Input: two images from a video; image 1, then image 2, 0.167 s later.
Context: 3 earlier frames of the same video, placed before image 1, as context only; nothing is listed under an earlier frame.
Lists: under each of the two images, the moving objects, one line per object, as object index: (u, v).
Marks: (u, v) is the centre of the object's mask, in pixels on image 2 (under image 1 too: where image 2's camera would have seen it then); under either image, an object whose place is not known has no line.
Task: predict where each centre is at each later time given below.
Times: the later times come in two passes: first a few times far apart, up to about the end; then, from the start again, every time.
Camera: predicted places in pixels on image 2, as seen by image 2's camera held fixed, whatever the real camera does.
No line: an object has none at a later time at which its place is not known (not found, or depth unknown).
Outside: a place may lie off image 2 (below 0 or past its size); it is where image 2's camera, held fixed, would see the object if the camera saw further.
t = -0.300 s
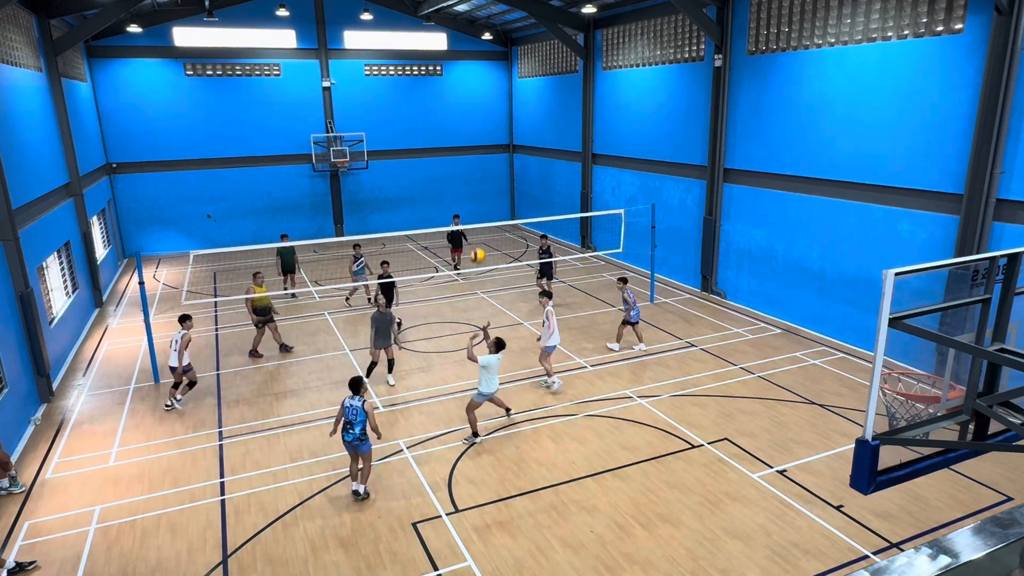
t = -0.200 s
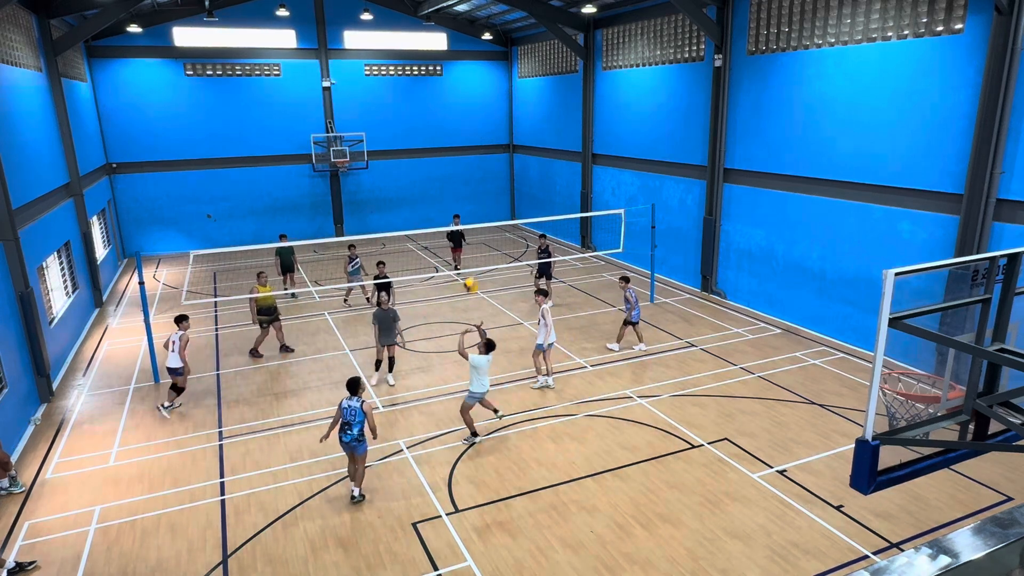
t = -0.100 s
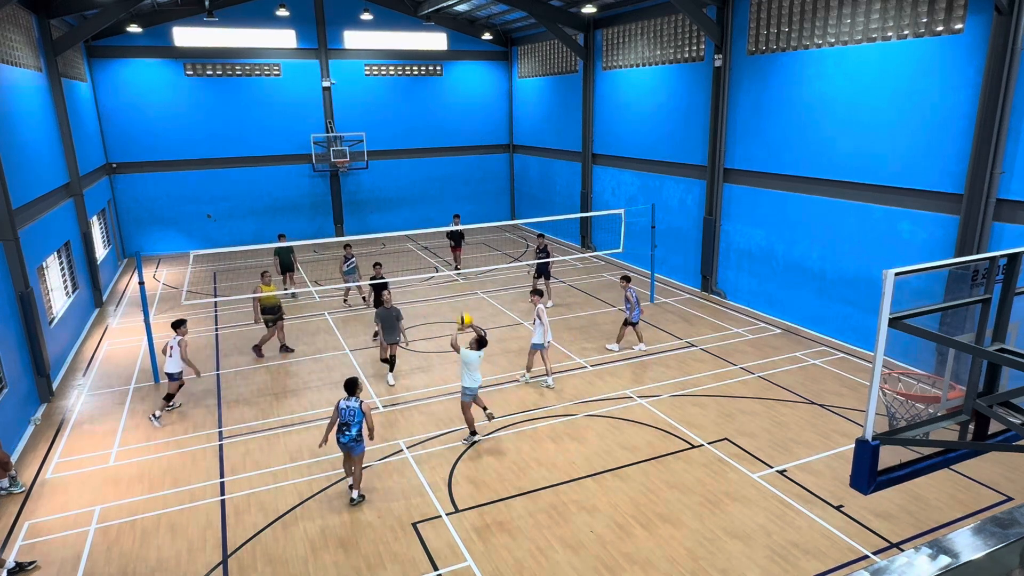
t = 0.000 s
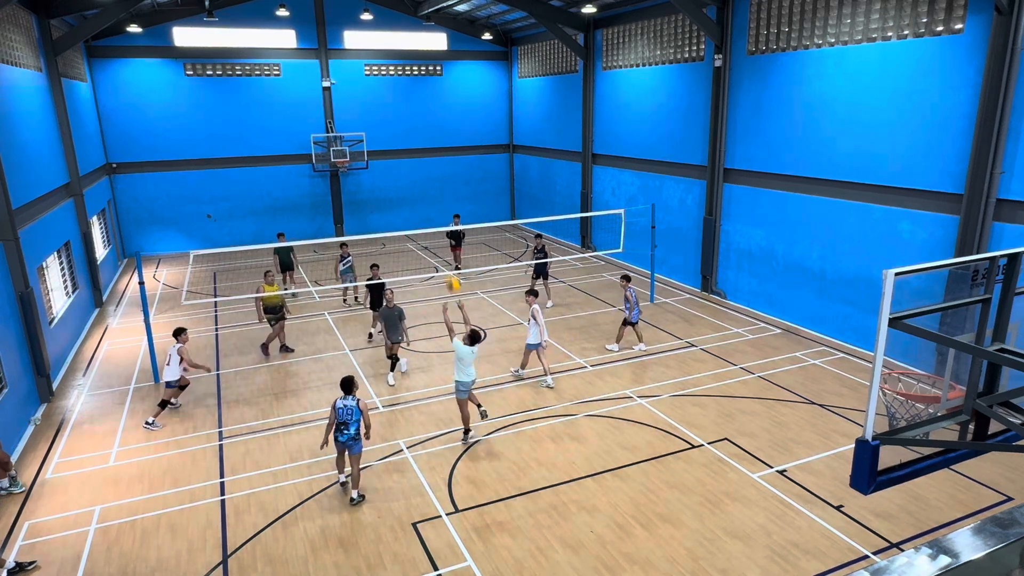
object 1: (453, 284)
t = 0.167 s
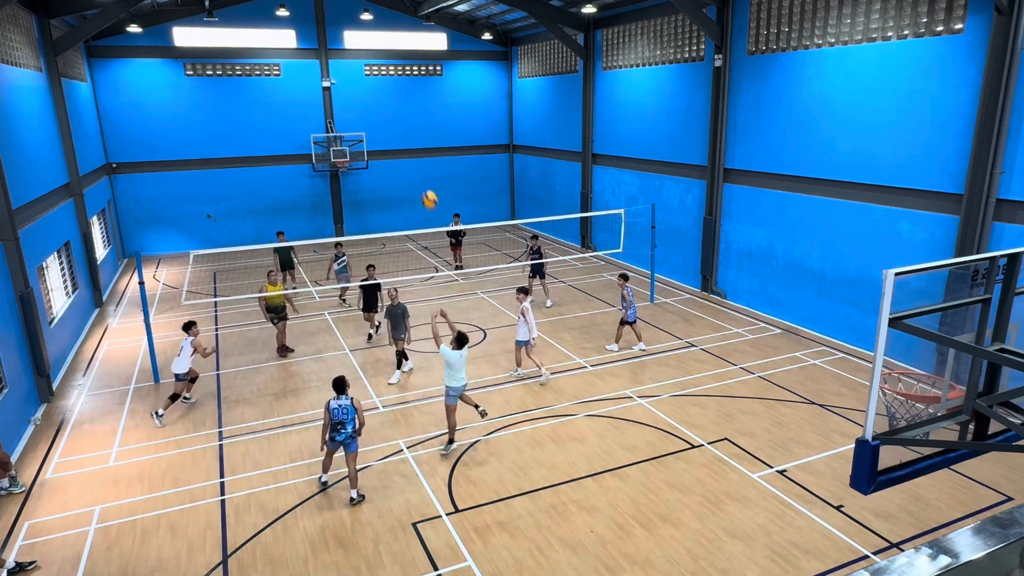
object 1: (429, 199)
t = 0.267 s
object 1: (415, 159)
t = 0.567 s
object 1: (374, 86)
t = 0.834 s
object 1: (342, 77)
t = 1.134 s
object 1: (315, 126)
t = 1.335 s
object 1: (302, 188)
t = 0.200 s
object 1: (425, 185)
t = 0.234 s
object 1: (420, 172)
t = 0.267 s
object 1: (415, 159)
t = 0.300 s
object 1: (409, 148)
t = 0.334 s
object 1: (405, 136)
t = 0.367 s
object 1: (401, 127)
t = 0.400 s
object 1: (396, 118)
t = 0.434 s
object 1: (391, 110)
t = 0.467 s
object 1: (387, 103)
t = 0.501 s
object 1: (382, 96)
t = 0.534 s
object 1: (378, 91)
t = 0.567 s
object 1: (374, 86)
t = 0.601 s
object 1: (369, 82)
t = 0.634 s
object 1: (365, 79)
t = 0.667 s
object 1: (361, 76)
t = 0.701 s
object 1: (357, 75)
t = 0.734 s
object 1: (353, 74)
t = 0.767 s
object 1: (349, 75)
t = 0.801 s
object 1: (345, 75)
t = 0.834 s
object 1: (342, 77)
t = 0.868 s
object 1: (339, 80)
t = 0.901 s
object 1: (336, 83)
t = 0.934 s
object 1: (332, 87)
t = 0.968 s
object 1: (330, 92)
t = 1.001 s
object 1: (326, 97)
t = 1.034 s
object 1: (323, 104)
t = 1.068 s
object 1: (320, 111)
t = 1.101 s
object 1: (317, 118)
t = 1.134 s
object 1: (315, 126)
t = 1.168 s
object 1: (312, 135)
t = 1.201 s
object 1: (310, 144)
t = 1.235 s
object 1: (308, 155)
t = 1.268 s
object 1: (306, 165)
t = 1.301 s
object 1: (304, 177)
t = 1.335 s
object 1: (302, 188)
